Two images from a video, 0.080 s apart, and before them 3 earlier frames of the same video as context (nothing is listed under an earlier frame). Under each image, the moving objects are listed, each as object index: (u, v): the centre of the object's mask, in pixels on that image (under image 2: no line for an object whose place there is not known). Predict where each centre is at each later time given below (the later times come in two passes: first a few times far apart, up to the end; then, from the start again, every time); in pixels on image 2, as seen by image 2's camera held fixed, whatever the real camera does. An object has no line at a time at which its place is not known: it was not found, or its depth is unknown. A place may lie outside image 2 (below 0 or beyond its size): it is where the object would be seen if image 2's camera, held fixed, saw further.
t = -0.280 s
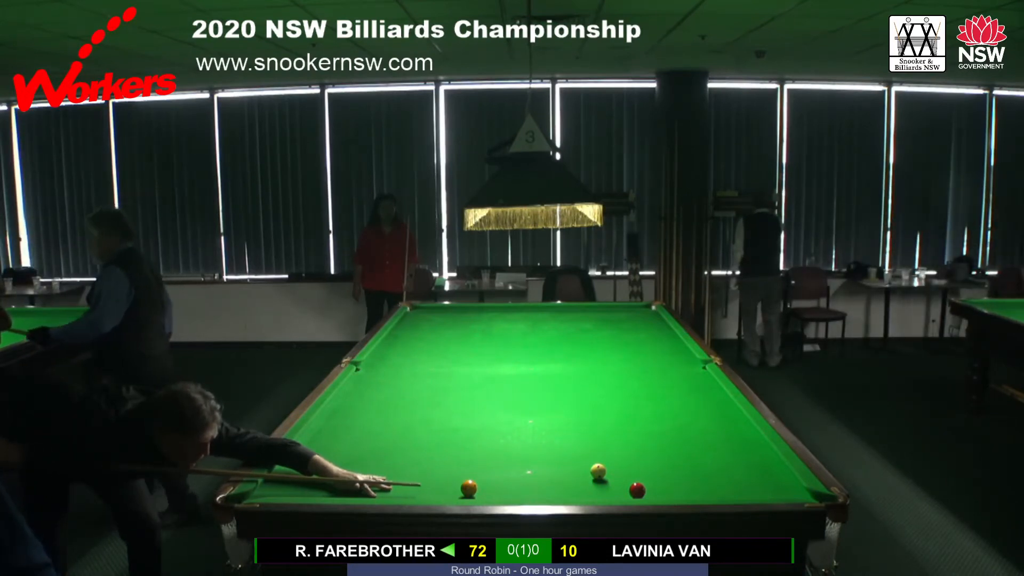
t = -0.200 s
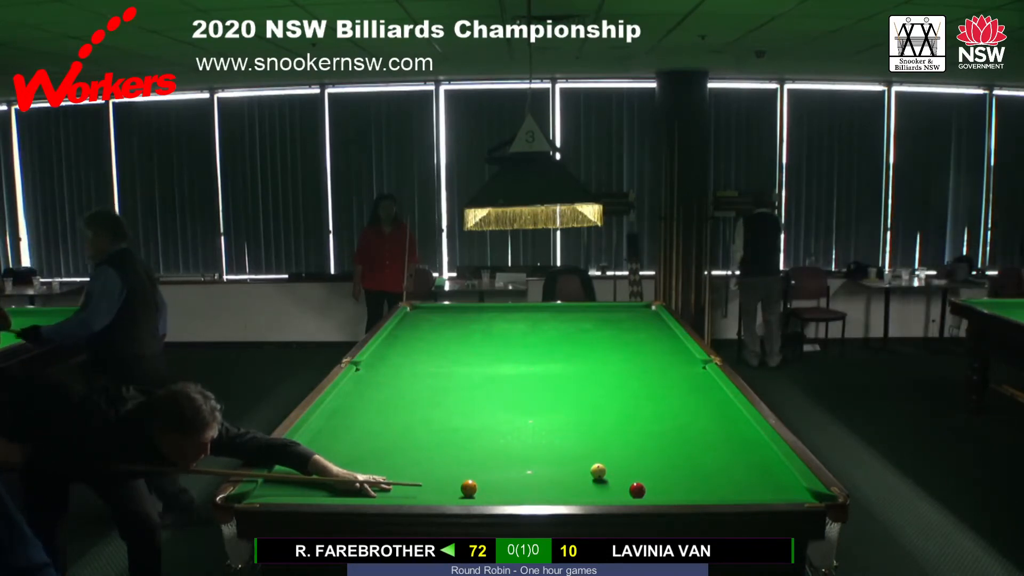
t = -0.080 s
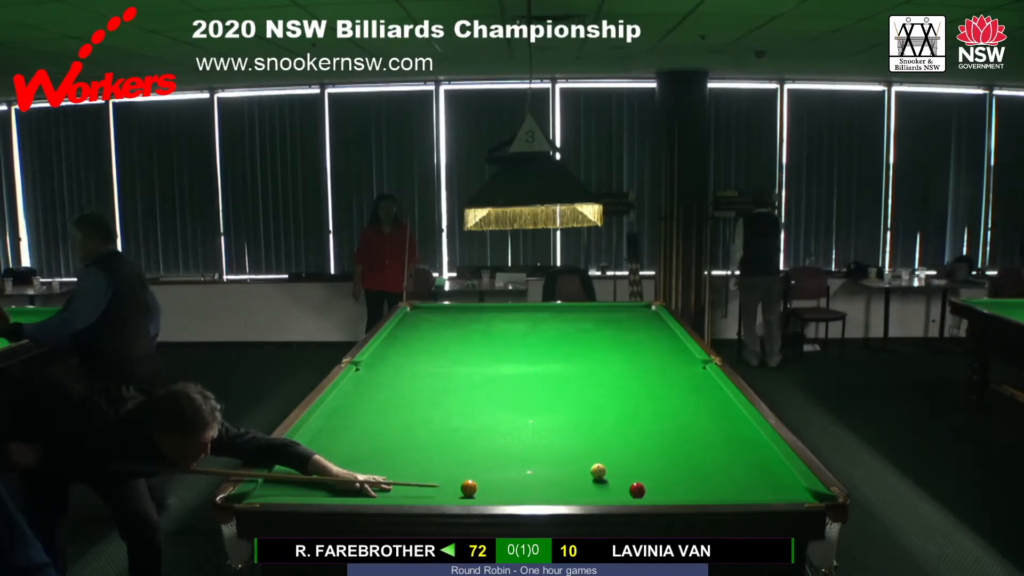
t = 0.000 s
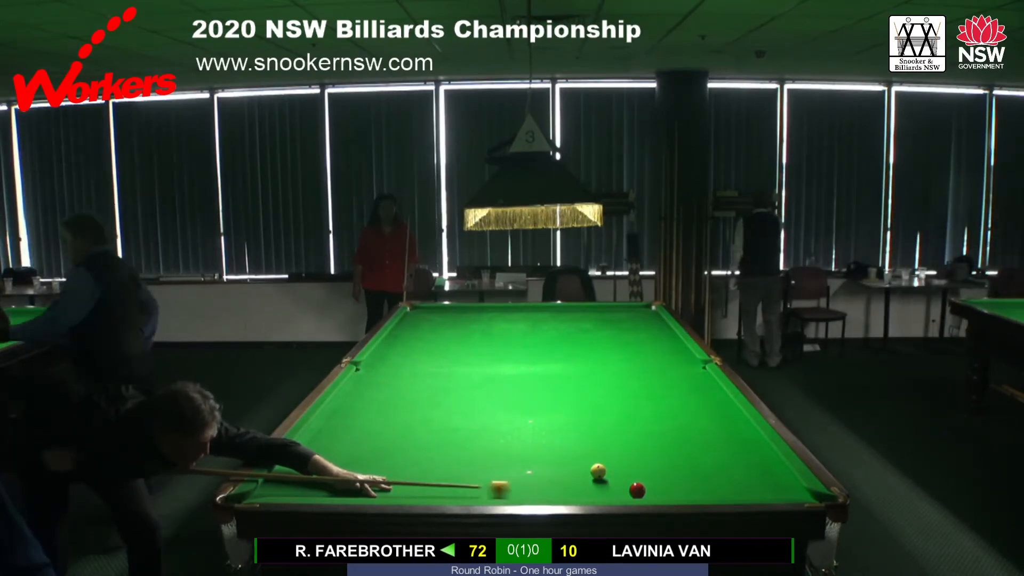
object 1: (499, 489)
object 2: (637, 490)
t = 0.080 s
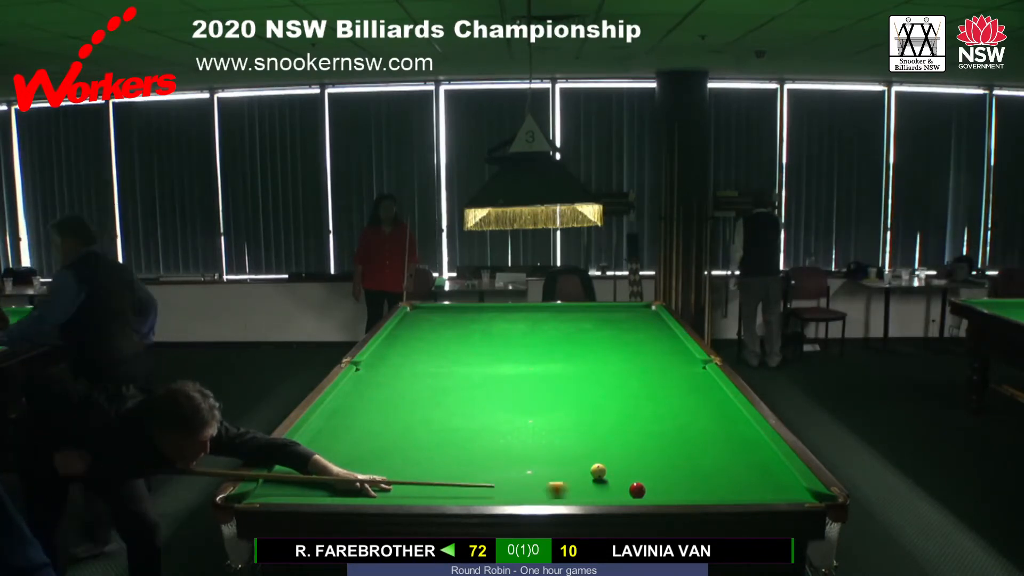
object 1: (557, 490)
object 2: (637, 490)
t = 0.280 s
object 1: (626, 489)
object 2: (691, 491)
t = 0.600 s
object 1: (671, 485)
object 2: (816, 497)
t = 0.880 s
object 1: (708, 481)
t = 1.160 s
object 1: (742, 478)
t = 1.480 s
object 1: (777, 474)
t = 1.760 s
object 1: (769, 470)
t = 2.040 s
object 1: (748, 465)
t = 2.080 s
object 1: (745, 464)
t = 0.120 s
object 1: (582, 490)
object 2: (637, 490)
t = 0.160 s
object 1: (608, 490)
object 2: (637, 490)
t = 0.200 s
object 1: (621, 490)
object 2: (648, 490)
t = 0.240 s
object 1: (622, 490)
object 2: (670, 491)
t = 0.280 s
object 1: (626, 489)
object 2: (691, 491)
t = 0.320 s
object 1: (630, 489)
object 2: (709, 492)
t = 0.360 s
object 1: (636, 488)
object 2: (727, 492)
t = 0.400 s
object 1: (642, 488)
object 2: (743, 492)
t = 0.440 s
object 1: (648, 488)
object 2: (759, 492)
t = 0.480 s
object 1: (654, 487)
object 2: (774, 492)
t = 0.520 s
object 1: (659, 486)
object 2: (791, 493)
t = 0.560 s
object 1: (665, 486)
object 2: (806, 494)
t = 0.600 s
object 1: (671, 485)
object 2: (816, 497)
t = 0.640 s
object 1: (676, 484)
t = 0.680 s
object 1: (682, 484)
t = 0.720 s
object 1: (687, 484)
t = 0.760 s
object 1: (693, 483)
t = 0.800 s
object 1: (698, 482)
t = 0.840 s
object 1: (703, 482)
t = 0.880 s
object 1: (708, 481)
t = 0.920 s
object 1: (713, 481)
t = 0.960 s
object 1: (718, 480)
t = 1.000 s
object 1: (723, 480)
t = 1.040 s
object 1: (728, 479)
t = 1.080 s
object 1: (732, 479)
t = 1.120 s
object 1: (737, 478)
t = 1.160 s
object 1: (742, 478)
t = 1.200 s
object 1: (747, 478)
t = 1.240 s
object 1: (751, 477)
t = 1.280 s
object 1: (756, 477)
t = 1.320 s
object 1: (760, 476)
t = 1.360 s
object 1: (764, 475)
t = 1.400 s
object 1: (769, 475)
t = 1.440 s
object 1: (773, 475)
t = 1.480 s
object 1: (777, 474)
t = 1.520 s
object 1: (781, 474)
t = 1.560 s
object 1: (786, 473)
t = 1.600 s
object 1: (782, 472)
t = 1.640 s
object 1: (779, 471)
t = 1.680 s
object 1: (776, 471)
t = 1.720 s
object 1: (772, 470)
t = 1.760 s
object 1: (769, 470)
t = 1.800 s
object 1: (766, 469)
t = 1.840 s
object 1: (763, 468)
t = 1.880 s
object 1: (760, 467)
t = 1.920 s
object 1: (757, 467)
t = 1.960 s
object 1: (754, 466)
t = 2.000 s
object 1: (751, 465)
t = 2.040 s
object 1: (748, 465)
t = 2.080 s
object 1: (745, 464)
